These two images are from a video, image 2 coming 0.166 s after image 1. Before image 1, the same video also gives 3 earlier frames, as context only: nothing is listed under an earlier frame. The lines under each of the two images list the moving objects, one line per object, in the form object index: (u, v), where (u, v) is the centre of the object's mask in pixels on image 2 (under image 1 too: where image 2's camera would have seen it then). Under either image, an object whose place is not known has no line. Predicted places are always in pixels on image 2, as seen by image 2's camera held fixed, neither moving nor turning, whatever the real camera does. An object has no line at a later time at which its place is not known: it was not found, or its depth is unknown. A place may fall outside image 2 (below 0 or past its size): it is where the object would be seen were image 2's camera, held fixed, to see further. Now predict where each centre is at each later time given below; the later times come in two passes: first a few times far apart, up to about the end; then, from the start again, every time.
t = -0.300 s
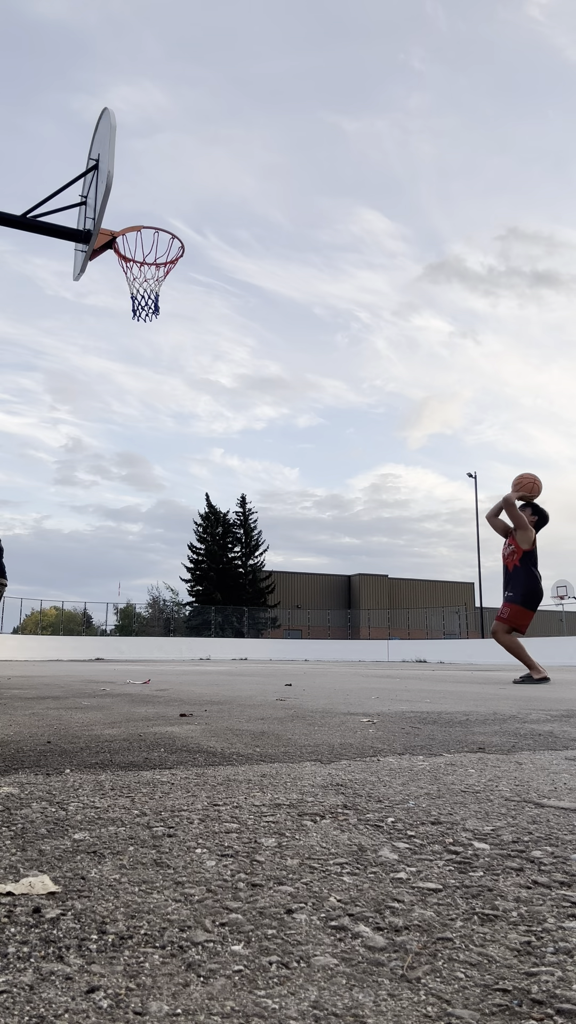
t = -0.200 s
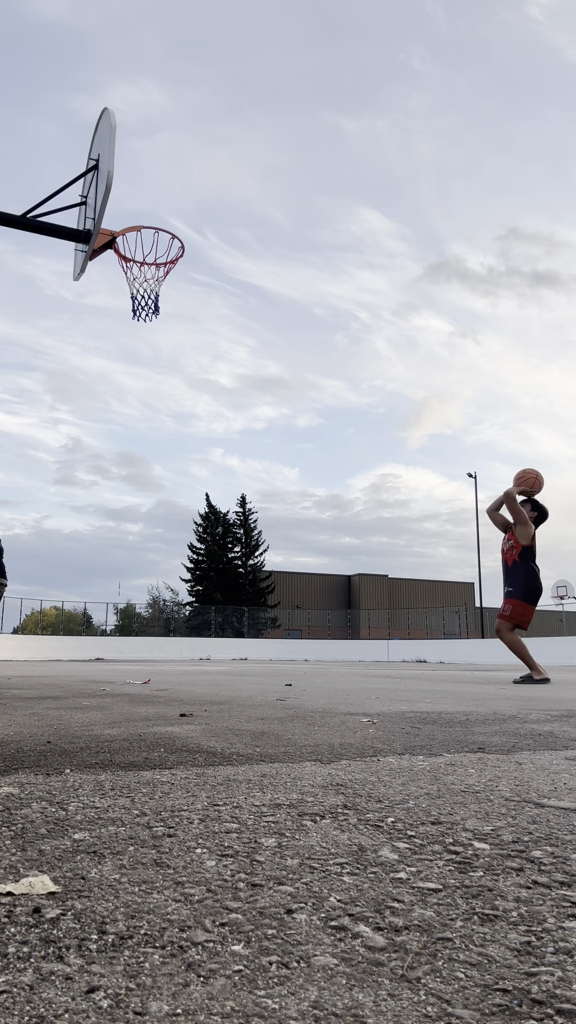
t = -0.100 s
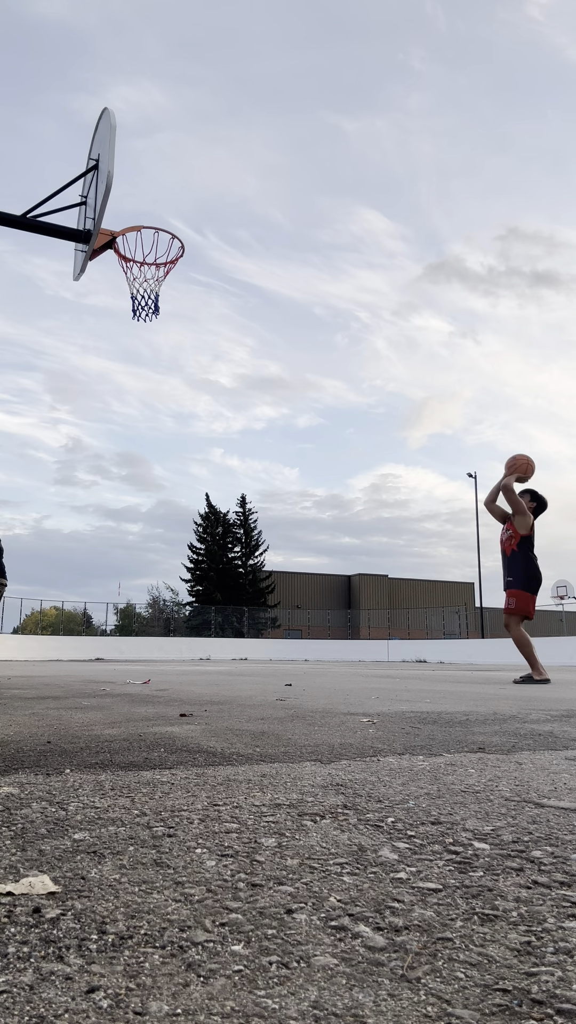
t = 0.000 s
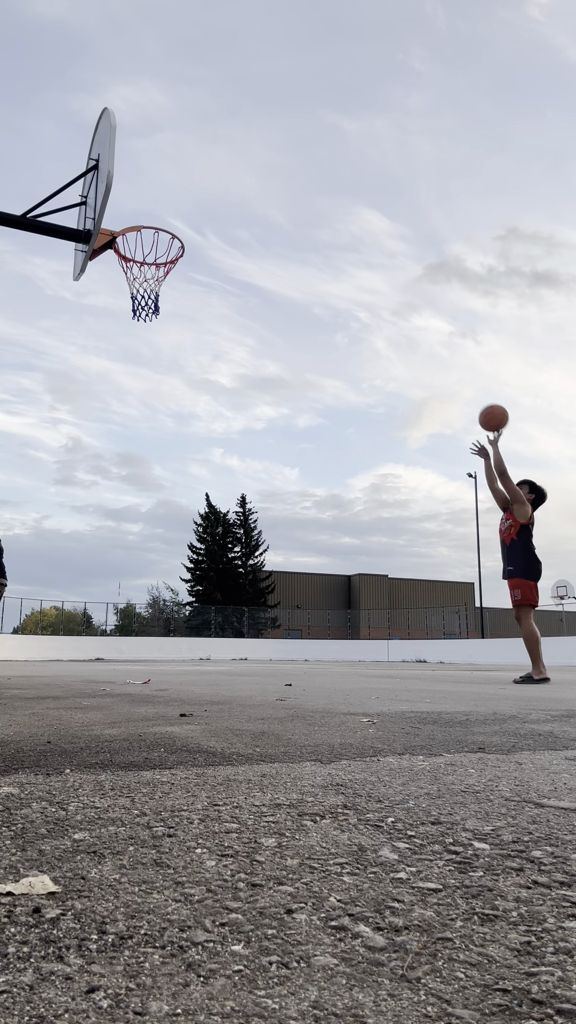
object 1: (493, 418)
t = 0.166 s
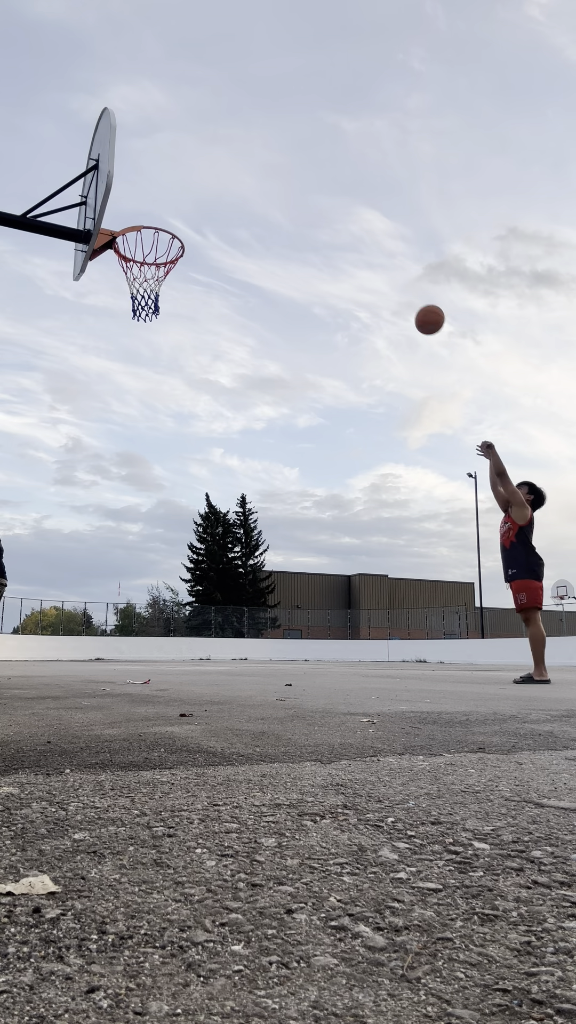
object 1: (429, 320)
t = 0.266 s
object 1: (391, 274)
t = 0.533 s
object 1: (282, 203)
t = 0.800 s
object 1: (159, 216)
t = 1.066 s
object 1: (222, 236)
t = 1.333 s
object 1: (327, 309)
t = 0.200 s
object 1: (417, 303)
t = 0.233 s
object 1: (404, 288)
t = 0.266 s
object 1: (391, 274)
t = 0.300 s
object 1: (378, 261)
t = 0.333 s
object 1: (364, 249)
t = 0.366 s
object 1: (351, 238)
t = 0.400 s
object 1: (338, 229)
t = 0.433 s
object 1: (324, 221)
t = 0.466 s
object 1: (310, 214)
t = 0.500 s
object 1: (296, 208)
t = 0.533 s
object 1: (282, 203)
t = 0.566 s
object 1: (268, 200)
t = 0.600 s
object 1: (253, 198)
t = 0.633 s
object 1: (238, 198)
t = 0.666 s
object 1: (223, 198)
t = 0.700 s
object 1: (207, 201)
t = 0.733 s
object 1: (192, 204)
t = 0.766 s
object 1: (175, 209)
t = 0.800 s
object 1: (159, 216)
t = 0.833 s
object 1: (142, 224)
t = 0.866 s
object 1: (130, 232)
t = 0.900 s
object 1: (146, 230)
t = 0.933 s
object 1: (161, 228)
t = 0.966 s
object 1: (177, 228)
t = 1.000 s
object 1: (193, 229)
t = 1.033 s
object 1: (207, 232)
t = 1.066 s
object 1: (222, 236)
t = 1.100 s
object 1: (236, 241)
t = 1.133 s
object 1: (250, 247)
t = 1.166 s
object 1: (263, 255)
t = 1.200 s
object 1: (277, 264)
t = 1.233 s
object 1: (290, 273)
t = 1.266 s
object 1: (302, 284)
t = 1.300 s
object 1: (315, 296)
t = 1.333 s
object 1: (327, 309)
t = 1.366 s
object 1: (339, 323)
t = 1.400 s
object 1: (351, 338)
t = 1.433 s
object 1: (362, 355)
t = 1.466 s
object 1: (374, 372)
